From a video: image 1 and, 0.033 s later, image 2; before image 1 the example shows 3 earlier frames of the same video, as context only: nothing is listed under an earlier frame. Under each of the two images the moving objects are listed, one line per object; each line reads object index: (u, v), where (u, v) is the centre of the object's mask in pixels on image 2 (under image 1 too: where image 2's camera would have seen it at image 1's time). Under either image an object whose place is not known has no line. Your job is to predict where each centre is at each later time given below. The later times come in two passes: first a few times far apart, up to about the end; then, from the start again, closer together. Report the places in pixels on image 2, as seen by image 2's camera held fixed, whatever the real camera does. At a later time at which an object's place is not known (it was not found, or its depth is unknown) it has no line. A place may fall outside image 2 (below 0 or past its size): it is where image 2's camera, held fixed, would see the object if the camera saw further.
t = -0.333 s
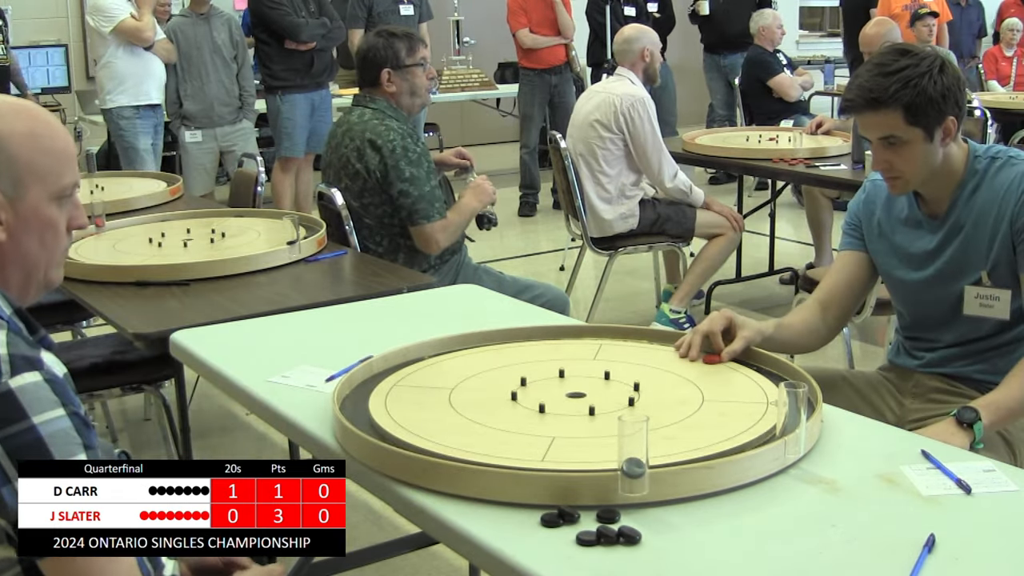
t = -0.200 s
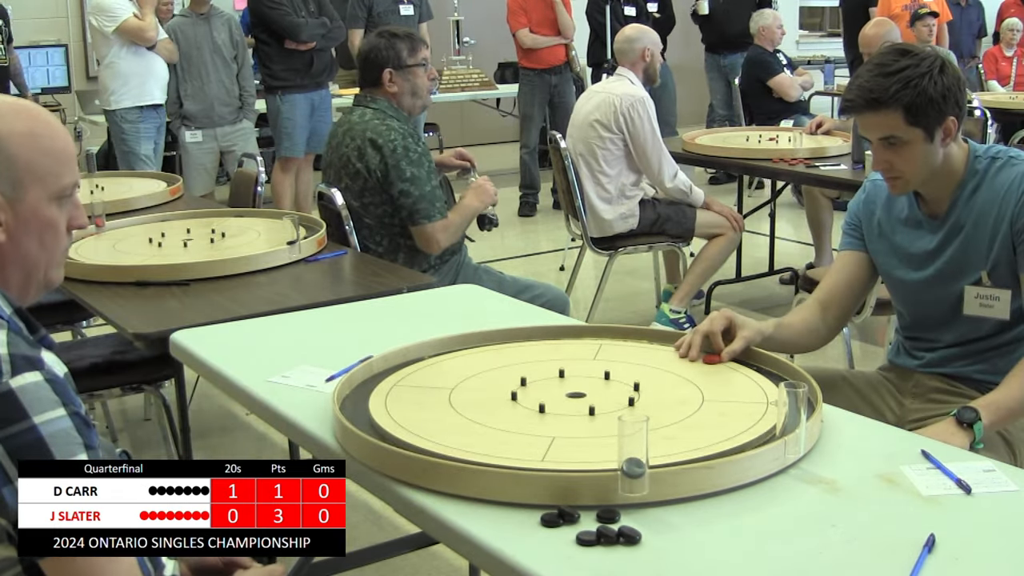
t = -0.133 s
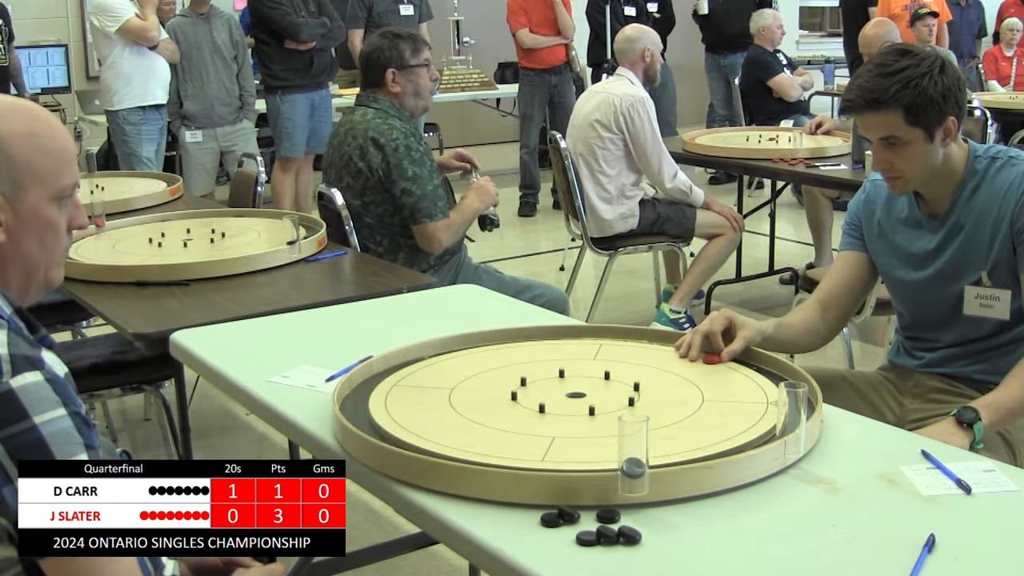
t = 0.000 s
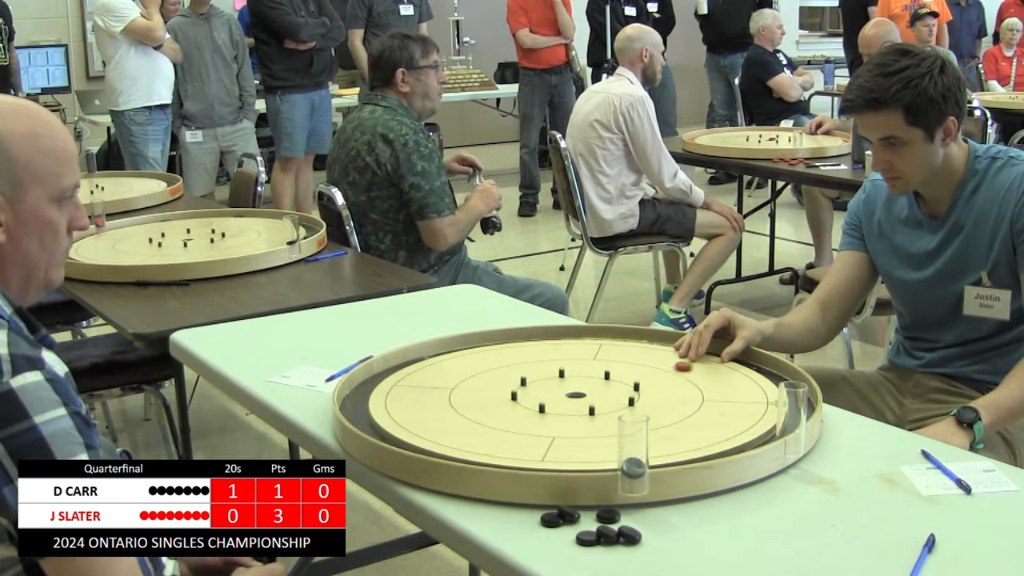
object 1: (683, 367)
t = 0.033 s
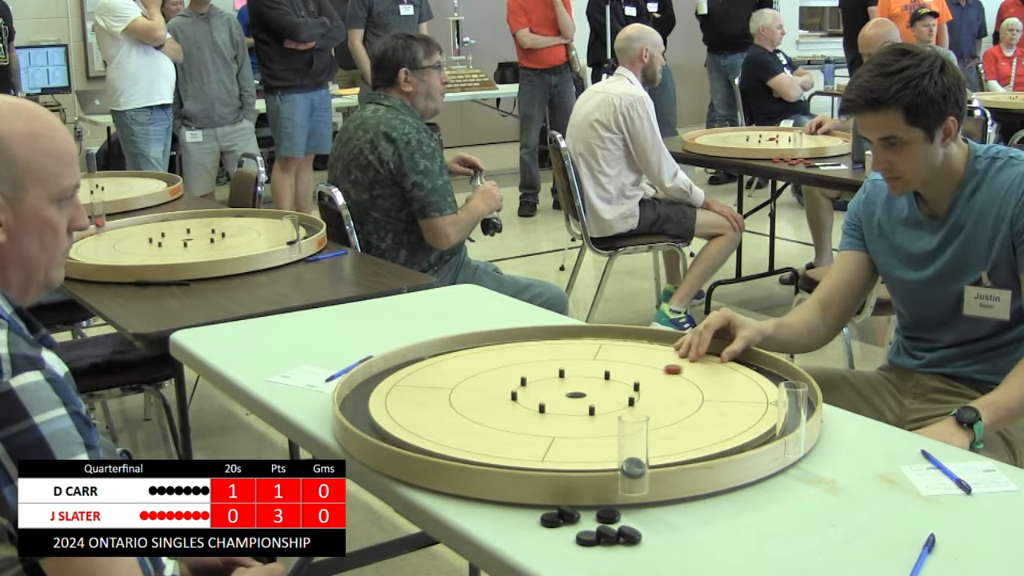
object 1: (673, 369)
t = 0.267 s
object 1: (613, 384)
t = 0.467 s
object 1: (579, 392)
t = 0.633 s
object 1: (576, 394)
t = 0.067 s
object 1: (663, 371)
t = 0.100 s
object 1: (654, 374)
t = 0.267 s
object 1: (613, 384)
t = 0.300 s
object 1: (606, 386)
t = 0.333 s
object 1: (599, 387)
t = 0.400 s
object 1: (589, 389)
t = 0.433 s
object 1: (584, 390)
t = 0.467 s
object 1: (579, 392)
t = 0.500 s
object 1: (576, 394)
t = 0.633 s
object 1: (576, 394)
